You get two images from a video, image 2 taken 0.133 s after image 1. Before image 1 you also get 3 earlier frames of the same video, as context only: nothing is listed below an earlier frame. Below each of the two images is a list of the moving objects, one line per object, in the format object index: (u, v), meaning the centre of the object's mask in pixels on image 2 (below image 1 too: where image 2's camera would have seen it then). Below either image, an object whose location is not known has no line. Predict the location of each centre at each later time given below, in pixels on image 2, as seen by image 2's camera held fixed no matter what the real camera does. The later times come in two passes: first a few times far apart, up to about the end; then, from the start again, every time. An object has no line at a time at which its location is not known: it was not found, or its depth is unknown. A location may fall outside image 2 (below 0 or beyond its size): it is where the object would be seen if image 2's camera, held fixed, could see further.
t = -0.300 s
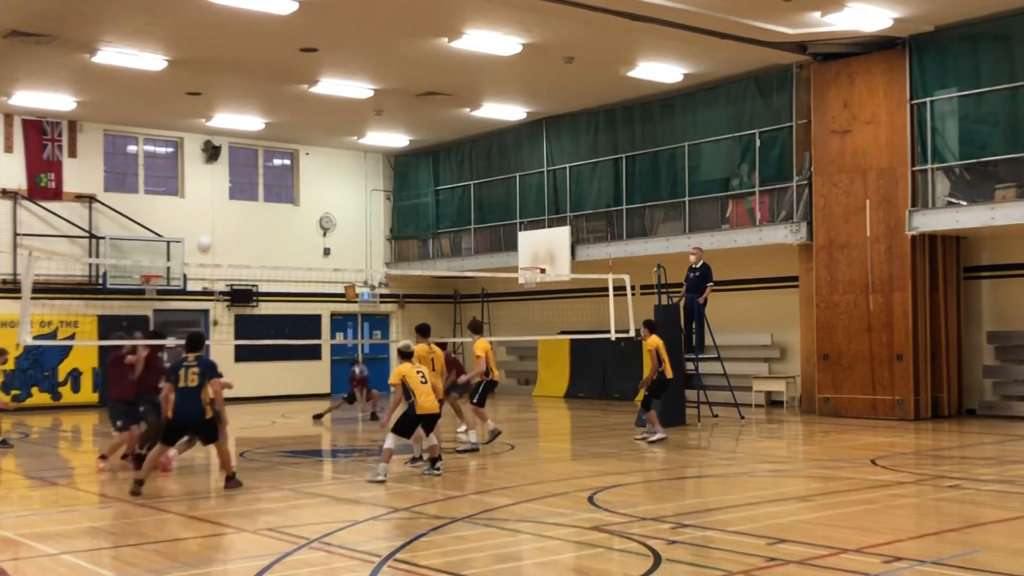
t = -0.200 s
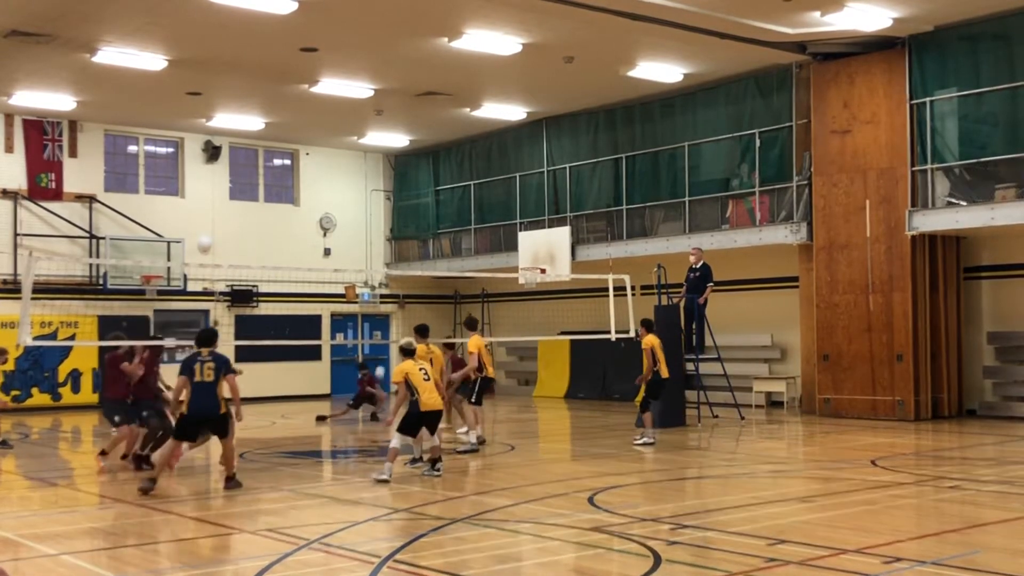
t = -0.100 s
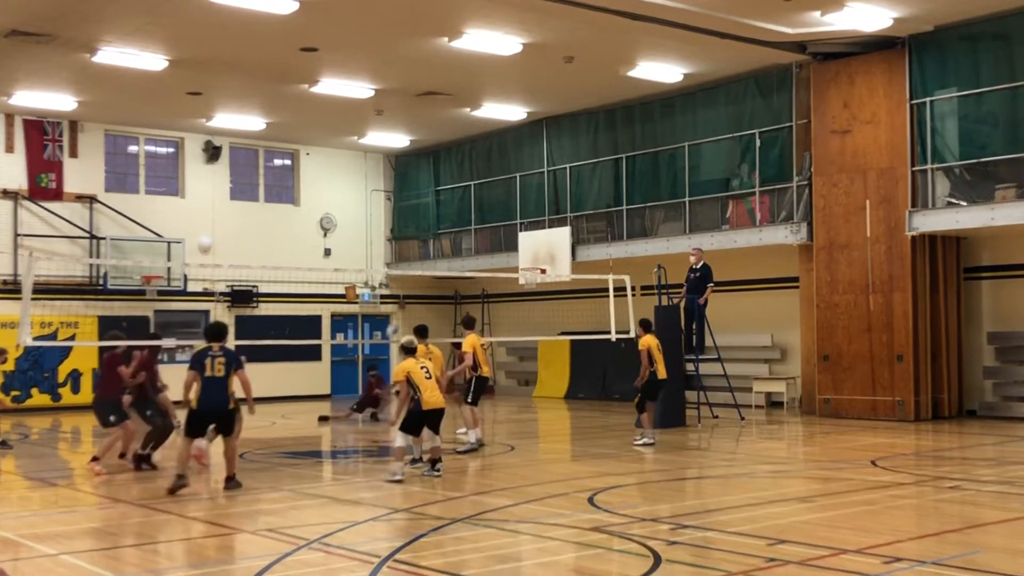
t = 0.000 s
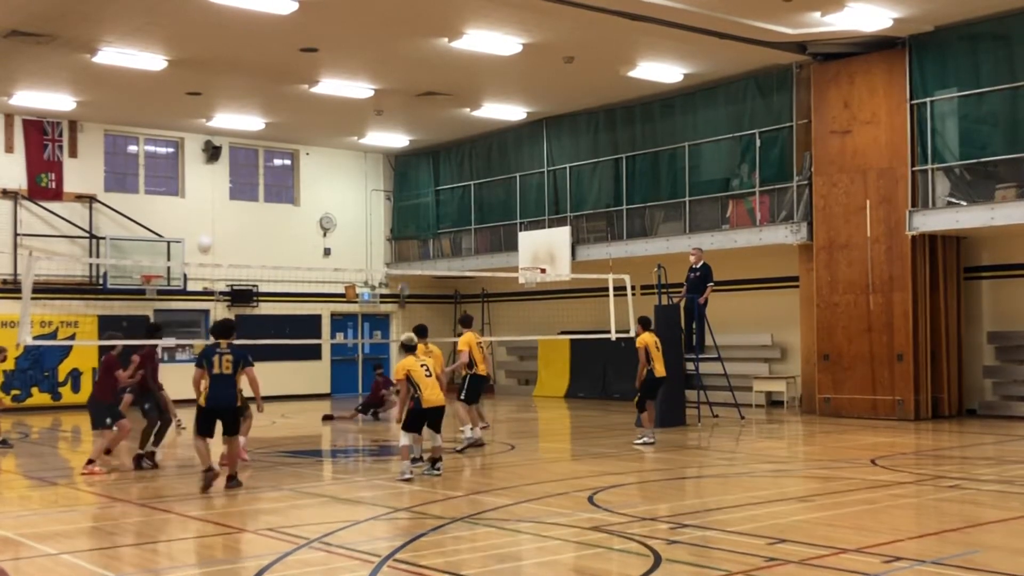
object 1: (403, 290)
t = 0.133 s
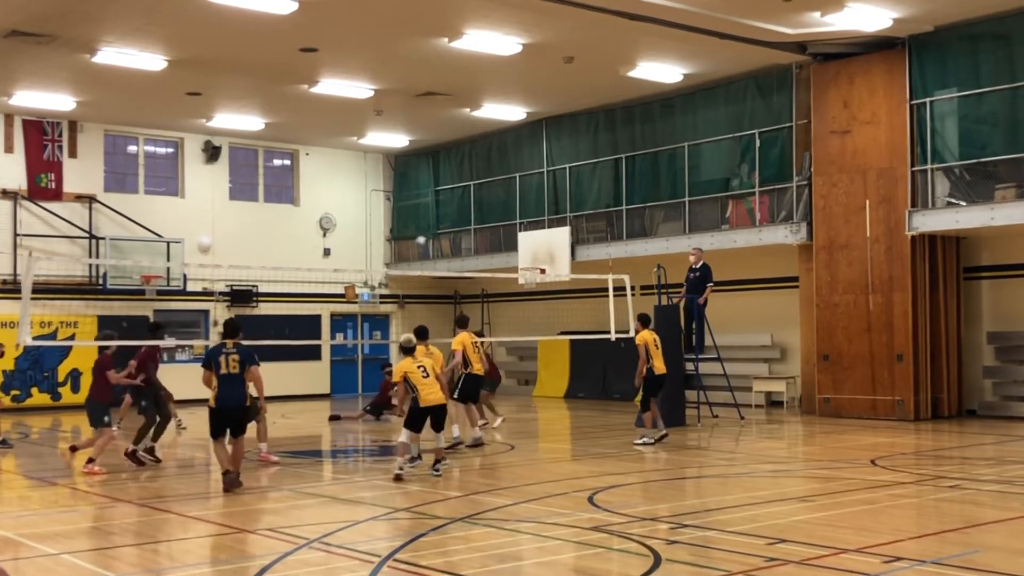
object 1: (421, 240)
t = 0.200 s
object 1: (427, 224)
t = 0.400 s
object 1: (454, 175)
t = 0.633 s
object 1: (485, 149)
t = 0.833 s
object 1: (512, 152)
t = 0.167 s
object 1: (424, 233)
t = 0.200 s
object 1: (427, 224)
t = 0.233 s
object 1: (432, 214)
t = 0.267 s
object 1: (436, 205)
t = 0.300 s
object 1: (441, 197)
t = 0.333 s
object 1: (446, 190)
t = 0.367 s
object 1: (450, 182)
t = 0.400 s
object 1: (454, 175)
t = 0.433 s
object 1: (458, 169)
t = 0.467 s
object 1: (463, 165)
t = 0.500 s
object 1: (467, 161)
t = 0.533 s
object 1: (472, 157)
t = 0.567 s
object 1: (476, 154)
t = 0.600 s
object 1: (480, 151)
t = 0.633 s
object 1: (485, 149)
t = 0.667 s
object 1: (490, 148)
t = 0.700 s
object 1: (494, 147)
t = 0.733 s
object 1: (498, 147)
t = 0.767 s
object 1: (503, 148)
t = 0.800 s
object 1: (508, 150)
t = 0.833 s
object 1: (512, 152)
